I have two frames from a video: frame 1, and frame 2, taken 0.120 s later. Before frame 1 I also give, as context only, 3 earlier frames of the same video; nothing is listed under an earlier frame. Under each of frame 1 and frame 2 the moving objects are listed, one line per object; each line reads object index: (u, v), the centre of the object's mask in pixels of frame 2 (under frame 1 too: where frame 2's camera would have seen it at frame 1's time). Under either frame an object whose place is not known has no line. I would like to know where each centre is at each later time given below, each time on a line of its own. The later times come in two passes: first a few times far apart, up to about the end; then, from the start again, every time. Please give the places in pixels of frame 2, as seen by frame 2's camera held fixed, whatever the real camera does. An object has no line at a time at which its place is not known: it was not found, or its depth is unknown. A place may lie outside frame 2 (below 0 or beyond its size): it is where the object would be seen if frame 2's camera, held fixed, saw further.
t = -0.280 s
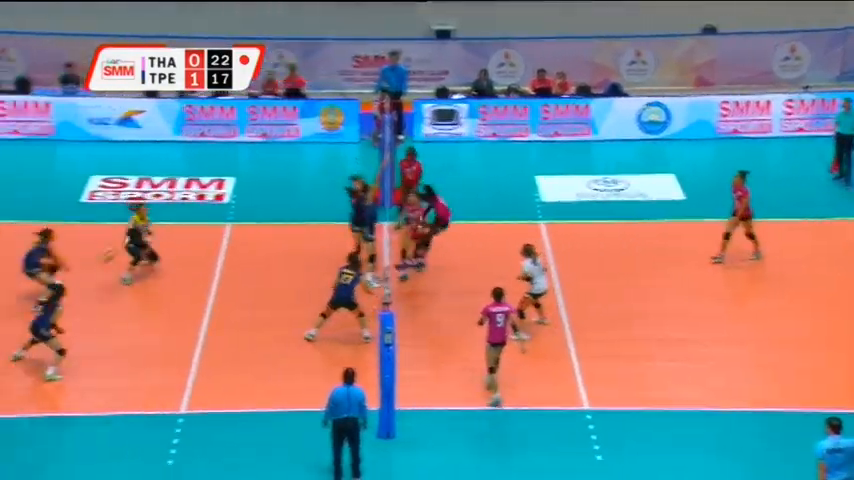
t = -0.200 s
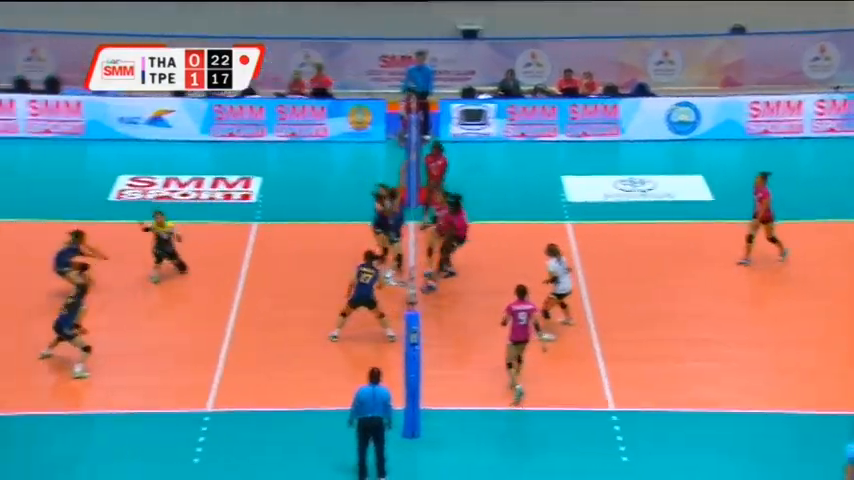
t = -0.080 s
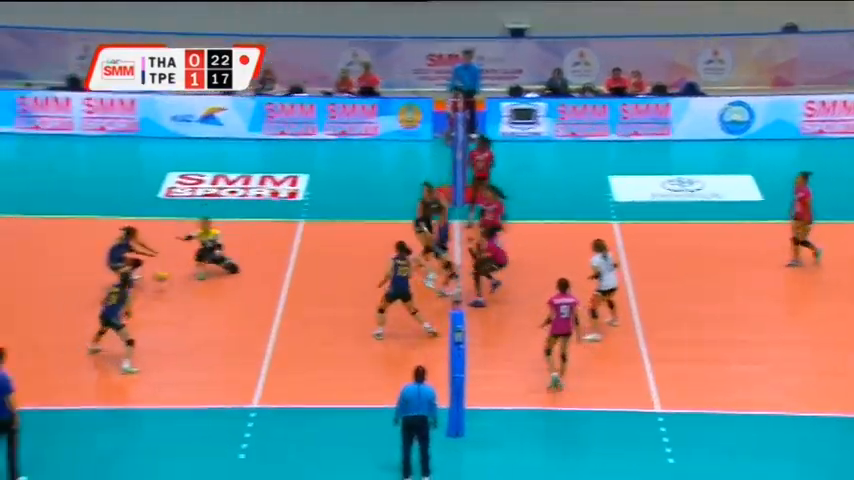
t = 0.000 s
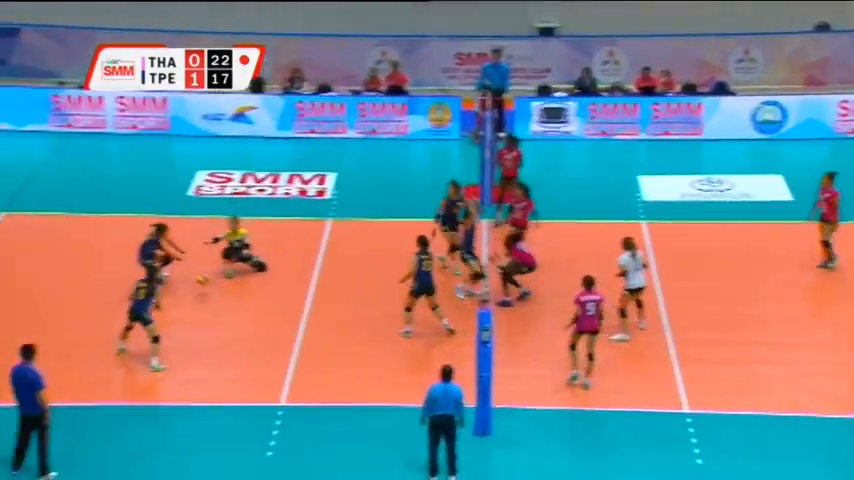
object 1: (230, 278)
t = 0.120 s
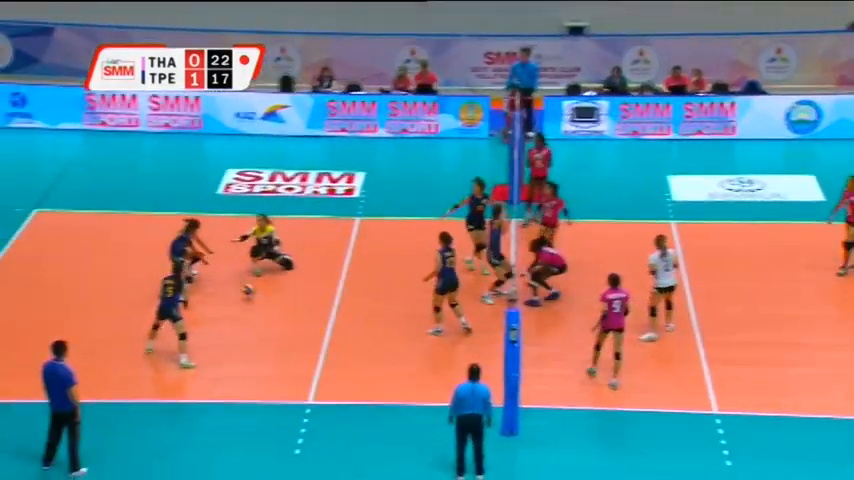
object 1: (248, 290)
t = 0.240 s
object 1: (265, 297)
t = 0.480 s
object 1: (294, 315)
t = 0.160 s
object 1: (255, 298)
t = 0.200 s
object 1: (260, 297)
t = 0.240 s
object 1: (265, 297)
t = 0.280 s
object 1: (269, 297)
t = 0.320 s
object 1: (275, 299)
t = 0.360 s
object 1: (280, 301)
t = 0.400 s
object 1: (285, 304)
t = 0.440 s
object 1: (290, 310)
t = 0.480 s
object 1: (294, 315)
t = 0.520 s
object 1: (299, 318)
